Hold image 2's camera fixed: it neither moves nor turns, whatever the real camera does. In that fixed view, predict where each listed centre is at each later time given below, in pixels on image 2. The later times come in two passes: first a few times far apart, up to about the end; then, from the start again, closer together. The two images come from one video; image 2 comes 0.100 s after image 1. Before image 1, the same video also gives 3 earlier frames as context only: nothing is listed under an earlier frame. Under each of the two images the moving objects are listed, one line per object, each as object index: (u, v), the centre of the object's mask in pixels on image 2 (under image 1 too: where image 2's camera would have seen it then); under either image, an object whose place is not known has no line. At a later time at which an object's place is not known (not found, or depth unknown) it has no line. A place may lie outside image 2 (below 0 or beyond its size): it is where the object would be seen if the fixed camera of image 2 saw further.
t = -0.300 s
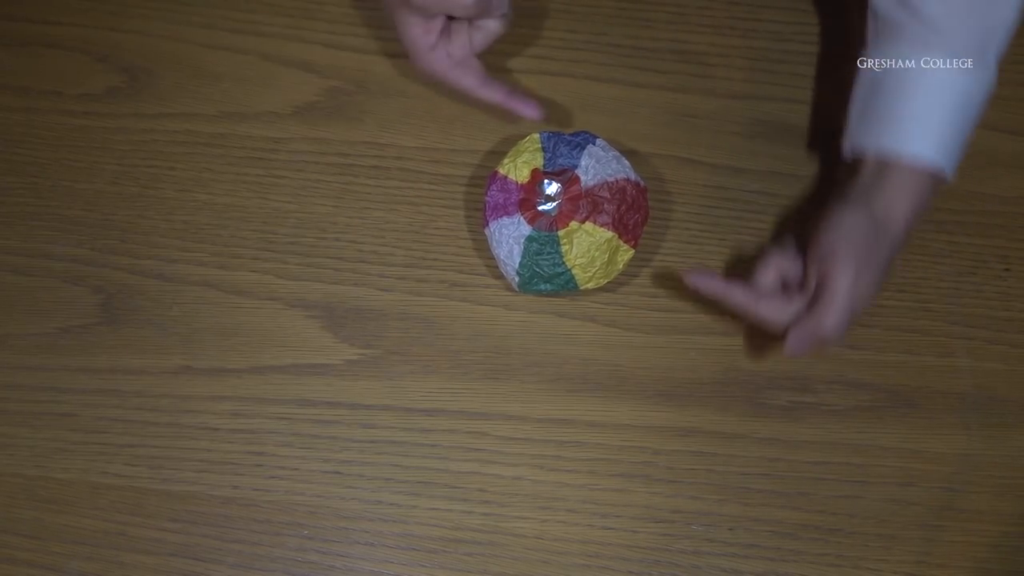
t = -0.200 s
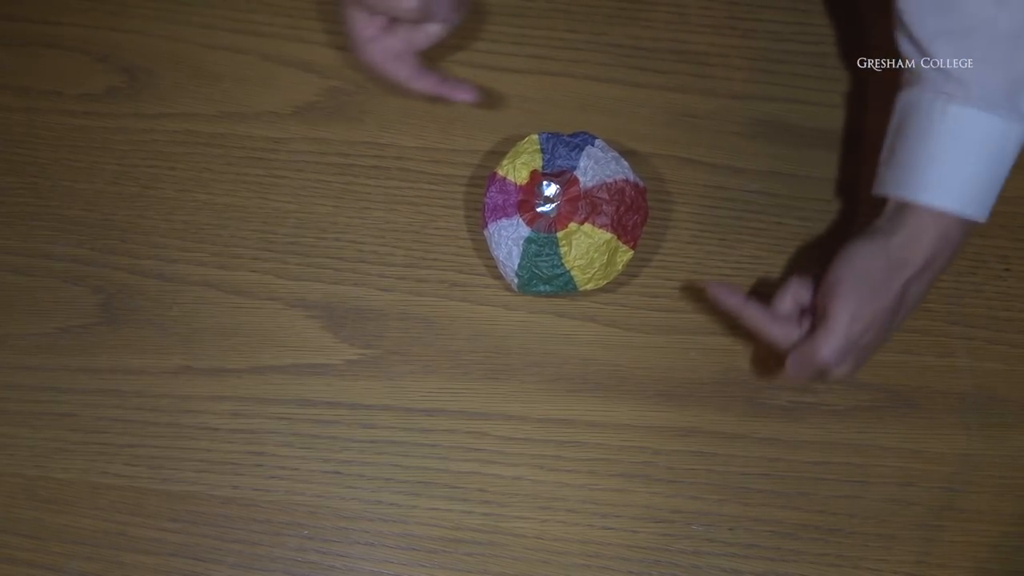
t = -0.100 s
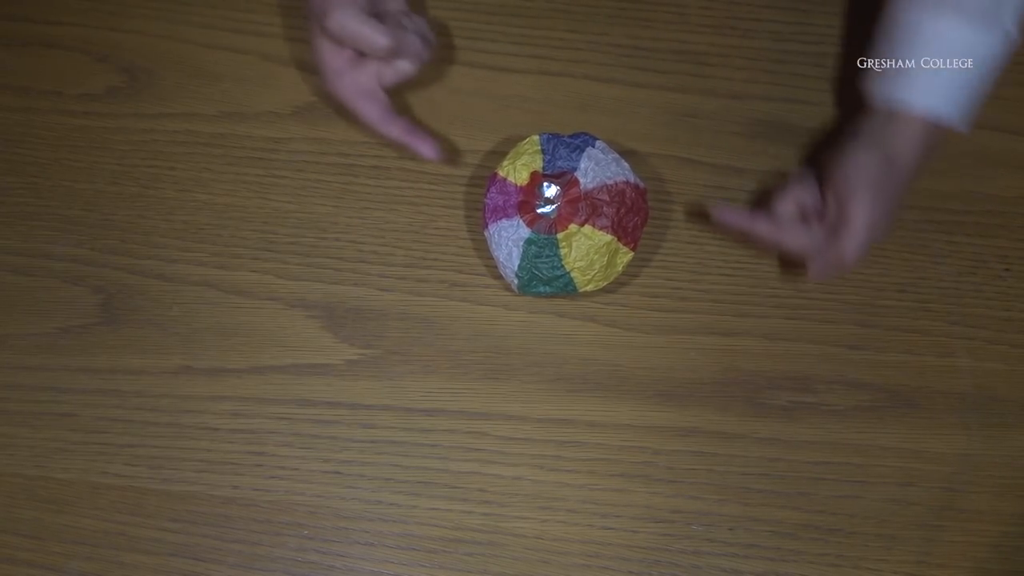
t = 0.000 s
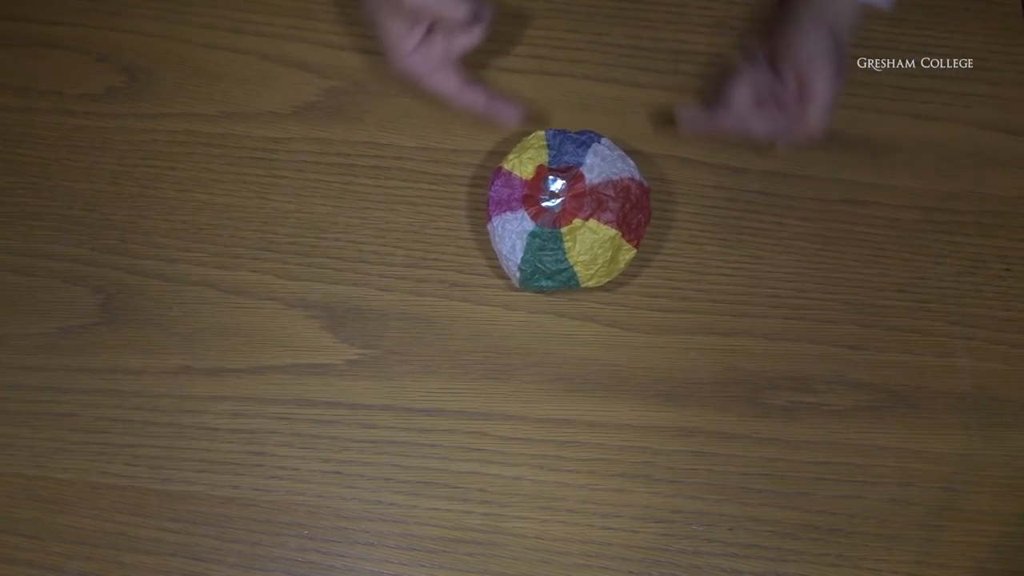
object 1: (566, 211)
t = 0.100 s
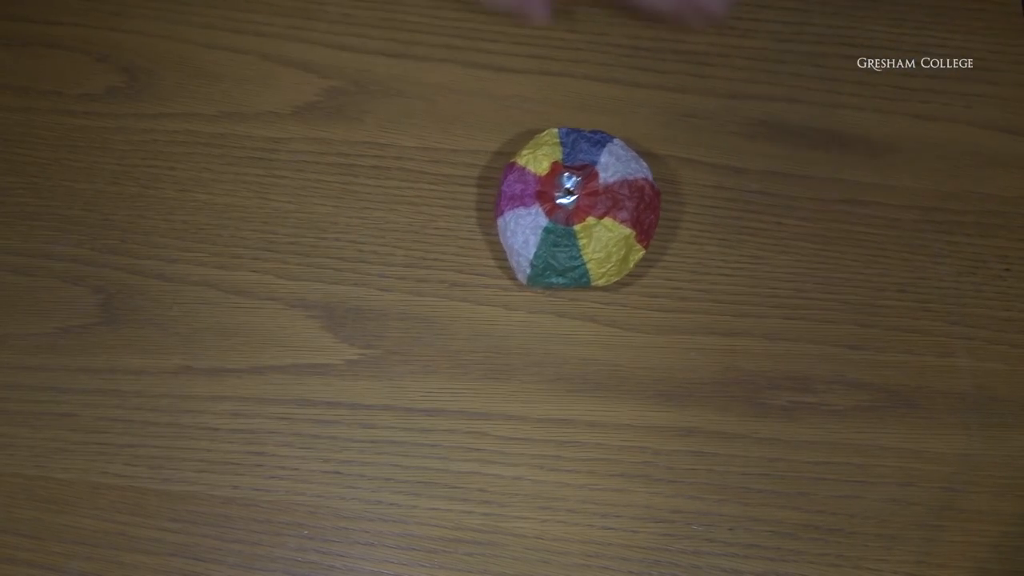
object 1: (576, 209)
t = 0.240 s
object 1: (591, 204)
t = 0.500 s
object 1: (594, 199)
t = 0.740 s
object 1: (588, 207)
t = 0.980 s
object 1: (588, 207)
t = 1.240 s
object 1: (586, 209)
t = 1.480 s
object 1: (587, 209)
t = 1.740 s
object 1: (588, 208)
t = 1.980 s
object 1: (588, 208)
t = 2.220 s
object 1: (588, 208)
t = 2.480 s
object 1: (588, 208)
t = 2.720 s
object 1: (588, 208)
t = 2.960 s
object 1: (588, 208)
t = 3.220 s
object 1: (588, 208)
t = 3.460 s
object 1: (588, 208)
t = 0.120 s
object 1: (578, 208)
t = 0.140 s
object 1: (580, 207)
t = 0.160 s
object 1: (583, 207)
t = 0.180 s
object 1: (586, 206)
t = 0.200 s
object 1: (588, 205)
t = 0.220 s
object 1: (590, 204)
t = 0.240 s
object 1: (591, 204)
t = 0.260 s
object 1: (592, 203)
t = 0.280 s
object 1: (593, 202)
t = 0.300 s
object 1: (593, 201)
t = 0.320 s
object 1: (593, 200)
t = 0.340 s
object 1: (593, 200)
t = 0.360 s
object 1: (593, 200)
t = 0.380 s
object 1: (594, 199)
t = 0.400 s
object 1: (594, 199)
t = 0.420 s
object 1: (594, 199)
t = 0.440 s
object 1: (594, 199)
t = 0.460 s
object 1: (594, 199)
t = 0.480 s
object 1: (594, 199)
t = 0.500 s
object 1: (594, 199)
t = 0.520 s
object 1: (593, 199)
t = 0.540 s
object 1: (593, 199)
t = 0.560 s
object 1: (593, 200)
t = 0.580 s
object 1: (593, 200)
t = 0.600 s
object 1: (592, 201)
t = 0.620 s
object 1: (592, 202)
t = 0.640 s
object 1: (591, 202)
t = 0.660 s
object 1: (591, 203)
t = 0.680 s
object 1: (591, 204)
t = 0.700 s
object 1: (590, 205)
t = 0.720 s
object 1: (589, 206)
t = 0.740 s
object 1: (588, 207)
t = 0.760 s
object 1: (588, 208)
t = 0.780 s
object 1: (587, 209)
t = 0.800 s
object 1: (586, 210)
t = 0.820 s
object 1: (585, 210)
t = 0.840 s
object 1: (585, 209)
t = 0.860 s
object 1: (584, 209)
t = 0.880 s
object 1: (585, 209)
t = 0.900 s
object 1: (585, 209)
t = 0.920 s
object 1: (586, 209)
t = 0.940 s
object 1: (588, 209)
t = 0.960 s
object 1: (588, 208)
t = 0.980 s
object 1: (588, 207)
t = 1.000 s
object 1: (589, 206)
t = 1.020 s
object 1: (589, 206)
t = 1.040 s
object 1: (589, 206)
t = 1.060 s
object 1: (590, 206)
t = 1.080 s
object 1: (589, 206)
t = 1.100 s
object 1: (589, 206)
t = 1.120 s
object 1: (589, 206)
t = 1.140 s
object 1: (588, 207)
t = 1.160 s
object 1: (588, 208)
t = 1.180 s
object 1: (587, 209)
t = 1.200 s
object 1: (587, 209)
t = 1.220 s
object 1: (586, 209)
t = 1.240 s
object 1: (586, 209)
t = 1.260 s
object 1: (586, 209)
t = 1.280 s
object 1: (587, 209)
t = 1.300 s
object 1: (588, 208)
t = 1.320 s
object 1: (588, 208)
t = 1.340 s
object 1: (588, 208)
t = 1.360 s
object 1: (588, 208)
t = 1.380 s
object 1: (588, 208)
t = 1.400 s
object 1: (588, 208)
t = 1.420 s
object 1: (588, 208)
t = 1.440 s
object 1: (588, 209)
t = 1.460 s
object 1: (587, 209)
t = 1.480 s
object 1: (587, 209)
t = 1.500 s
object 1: (587, 209)
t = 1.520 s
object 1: (588, 209)
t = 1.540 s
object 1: (588, 208)
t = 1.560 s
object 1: (588, 208)
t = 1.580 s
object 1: (588, 208)
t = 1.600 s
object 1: (588, 208)
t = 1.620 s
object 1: (588, 208)
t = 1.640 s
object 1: (588, 208)
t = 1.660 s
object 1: (588, 209)
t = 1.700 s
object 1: (588, 208)
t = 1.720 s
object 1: (588, 208)
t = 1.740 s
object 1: (588, 208)
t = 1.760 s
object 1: (588, 208)
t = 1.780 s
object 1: (588, 208)
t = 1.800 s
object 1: (588, 208)
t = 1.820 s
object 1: (588, 208)
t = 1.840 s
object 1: (588, 208)
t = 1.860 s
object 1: (588, 208)
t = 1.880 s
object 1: (588, 208)
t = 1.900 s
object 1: (588, 208)
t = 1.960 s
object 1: (588, 208)
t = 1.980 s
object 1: (588, 208)
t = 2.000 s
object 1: (588, 208)
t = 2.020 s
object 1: (588, 208)
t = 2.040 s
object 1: (588, 208)
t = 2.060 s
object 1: (588, 208)
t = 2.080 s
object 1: (588, 208)
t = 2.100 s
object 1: (588, 208)
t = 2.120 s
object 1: (588, 208)
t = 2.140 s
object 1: (588, 208)
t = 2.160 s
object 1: (588, 208)
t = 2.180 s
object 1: (588, 208)
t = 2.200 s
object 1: (588, 208)
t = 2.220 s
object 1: (588, 208)
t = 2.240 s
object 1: (588, 208)
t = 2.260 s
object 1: (588, 208)
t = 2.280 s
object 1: (588, 208)
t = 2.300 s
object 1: (588, 208)
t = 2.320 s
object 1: (588, 208)
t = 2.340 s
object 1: (588, 208)
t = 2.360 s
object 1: (588, 208)
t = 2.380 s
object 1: (588, 208)
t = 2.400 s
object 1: (588, 208)
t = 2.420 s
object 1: (588, 208)
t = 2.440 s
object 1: (588, 208)
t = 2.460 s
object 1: (588, 208)
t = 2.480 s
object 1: (588, 208)
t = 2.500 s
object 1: (588, 208)
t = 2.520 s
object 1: (588, 208)
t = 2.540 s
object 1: (588, 208)
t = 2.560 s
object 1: (588, 208)
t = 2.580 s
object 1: (588, 208)
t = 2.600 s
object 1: (588, 208)
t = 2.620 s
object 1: (588, 208)
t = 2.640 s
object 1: (588, 208)
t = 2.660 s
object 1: (588, 208)
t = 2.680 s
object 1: (588, 208)
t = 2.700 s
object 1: (588, 208)
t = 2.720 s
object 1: (588, 208)
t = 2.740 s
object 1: (588, 208)
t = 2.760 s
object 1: (588, 208)
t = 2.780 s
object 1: (588, 208)
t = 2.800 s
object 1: (588, 208)
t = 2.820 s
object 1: (588, 208)
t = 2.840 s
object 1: (588, 208)
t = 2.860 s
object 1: (588, 208)
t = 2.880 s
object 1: (588, 208)
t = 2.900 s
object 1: (588, 208)
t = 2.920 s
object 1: (588, 208)
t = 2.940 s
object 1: (588, 208)
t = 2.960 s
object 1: (588, 208)
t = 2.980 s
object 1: (588, 208)
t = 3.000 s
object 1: (588, 208)
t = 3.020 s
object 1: (588, 208)
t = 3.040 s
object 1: (588, 208)
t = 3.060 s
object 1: (588, 208)
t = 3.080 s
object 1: (588, 208)
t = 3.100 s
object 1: (588, 208)
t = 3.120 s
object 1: (588, 208)
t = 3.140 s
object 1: (588, 208)
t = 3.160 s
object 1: (588, 208)
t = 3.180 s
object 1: (588, 208)
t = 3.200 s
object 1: (588, 208)
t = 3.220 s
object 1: (588, 208)
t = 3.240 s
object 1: (588, 208)
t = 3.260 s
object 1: (588, 208)
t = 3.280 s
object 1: (588, 208)
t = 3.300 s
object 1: (588, 208)
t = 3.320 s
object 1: (588, 208)
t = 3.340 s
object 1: (588, 208)
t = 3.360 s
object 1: (588, 208)
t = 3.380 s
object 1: (588, 208)
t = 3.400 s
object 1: (588, 208)
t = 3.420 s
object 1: (588, 208)
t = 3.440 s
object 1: (588, 208)
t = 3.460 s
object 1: (588, 208)
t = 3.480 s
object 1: (588, 208)
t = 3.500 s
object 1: (588, 208)
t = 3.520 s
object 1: (588, 208)
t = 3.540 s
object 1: (588, 208)
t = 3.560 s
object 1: (588, 208)
